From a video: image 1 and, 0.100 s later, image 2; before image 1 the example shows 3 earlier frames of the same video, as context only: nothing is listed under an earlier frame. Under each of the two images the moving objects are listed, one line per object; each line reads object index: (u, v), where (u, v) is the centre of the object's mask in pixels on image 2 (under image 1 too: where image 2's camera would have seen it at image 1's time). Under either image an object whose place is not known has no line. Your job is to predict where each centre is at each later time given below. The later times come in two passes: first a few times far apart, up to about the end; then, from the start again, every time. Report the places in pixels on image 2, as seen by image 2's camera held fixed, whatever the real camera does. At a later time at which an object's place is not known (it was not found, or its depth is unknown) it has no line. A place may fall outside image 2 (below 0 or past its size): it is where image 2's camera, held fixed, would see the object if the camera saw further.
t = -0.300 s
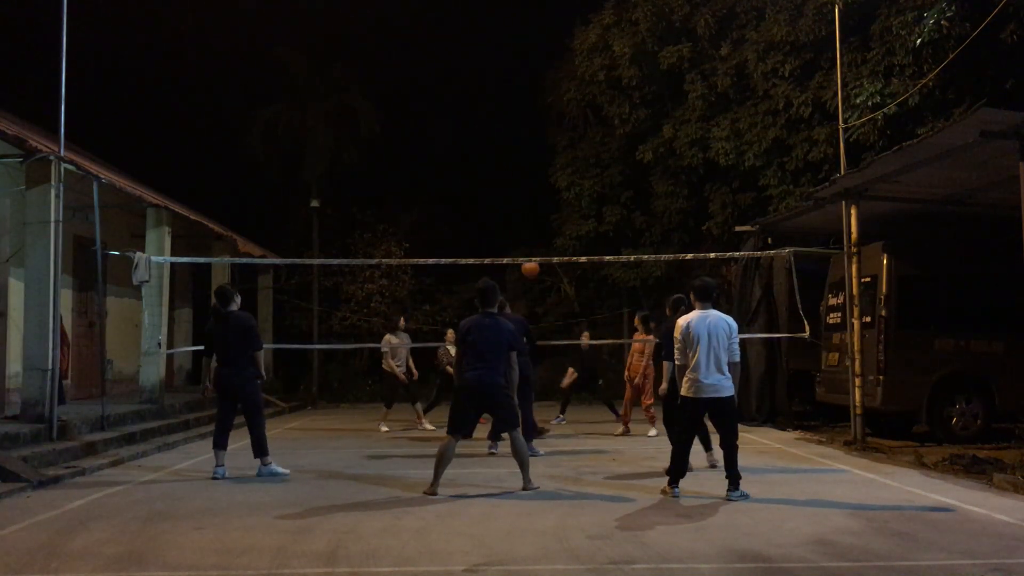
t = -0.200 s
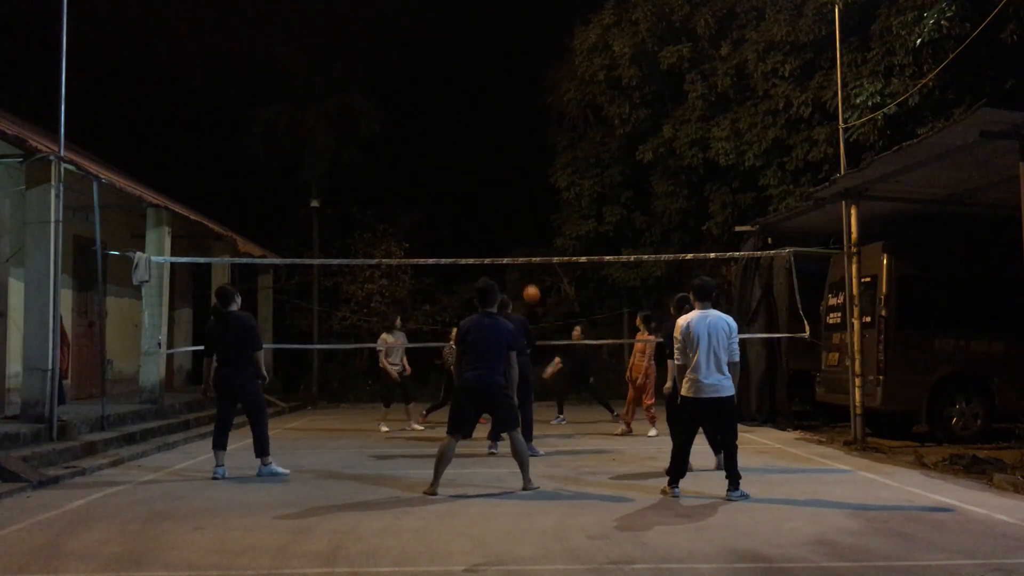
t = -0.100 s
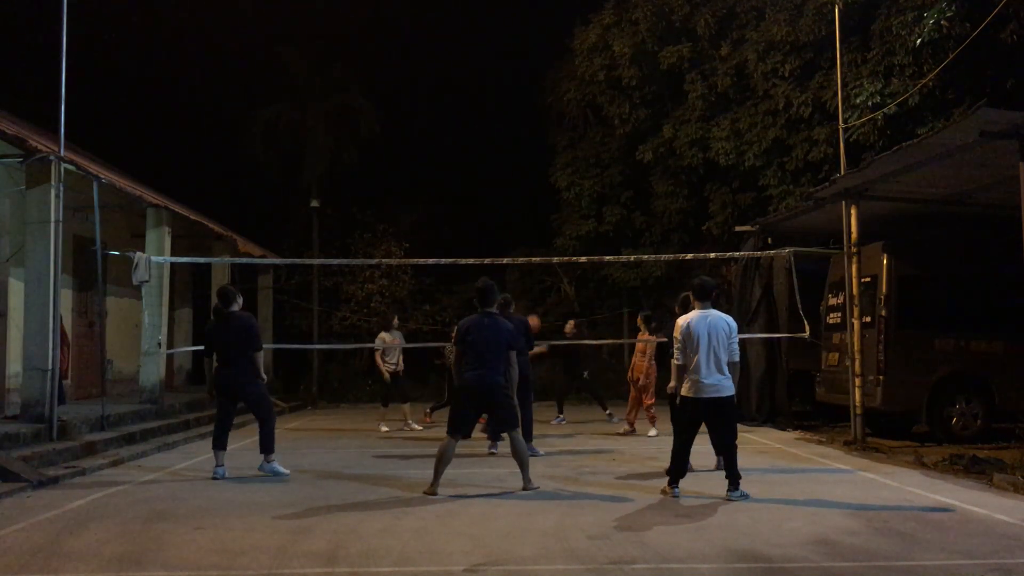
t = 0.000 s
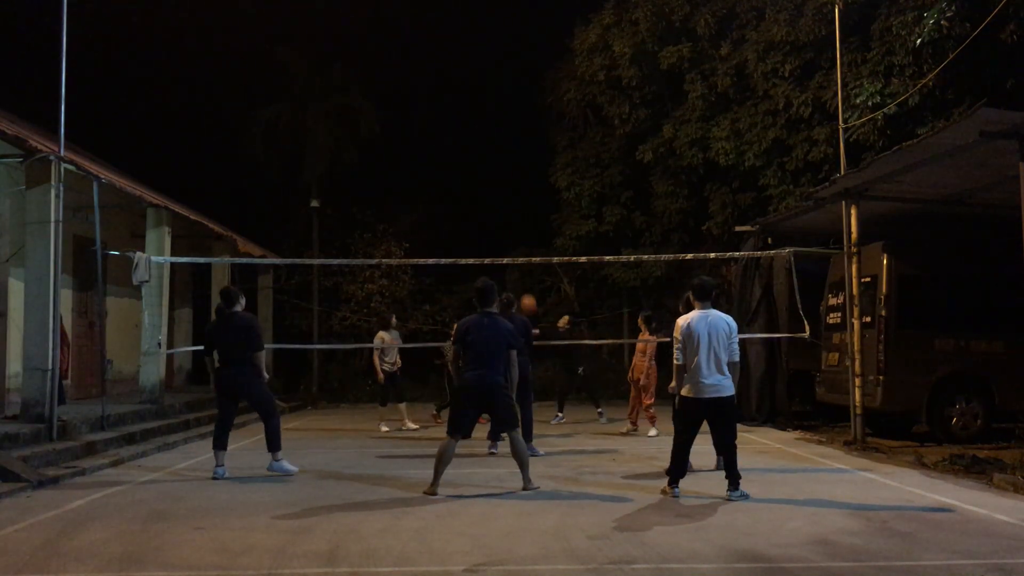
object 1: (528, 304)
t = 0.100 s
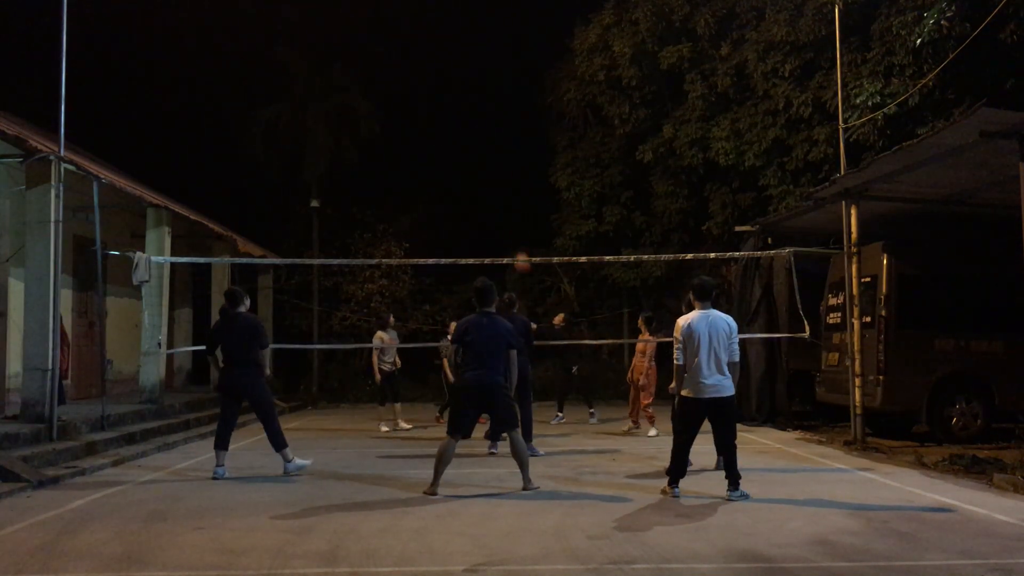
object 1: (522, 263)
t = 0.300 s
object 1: (508, 202)
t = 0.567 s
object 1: (489, 163)
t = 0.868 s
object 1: (468, 181)
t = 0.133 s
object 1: (520, 249)
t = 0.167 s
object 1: (517, 239)
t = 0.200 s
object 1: (515, 229)
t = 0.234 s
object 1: (513, 218)
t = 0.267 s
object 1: (511, 210)
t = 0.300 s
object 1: (508, 202)
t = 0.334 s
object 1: (506, 194)
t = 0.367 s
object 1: (503, 187)
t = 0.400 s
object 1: (501, 181)
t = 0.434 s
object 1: (498, 176)
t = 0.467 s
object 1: (496, 172)
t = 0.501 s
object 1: (493, 168)
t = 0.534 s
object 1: (491, 165)
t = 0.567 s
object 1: (489, 163)
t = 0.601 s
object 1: (487, 162)
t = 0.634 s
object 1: (484, 161)
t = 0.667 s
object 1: (482, 162)
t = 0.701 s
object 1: (480, 163)
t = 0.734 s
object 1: (477, 165)
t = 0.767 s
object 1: (475, 167)
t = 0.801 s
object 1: (473, 171)
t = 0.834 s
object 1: (470, 175)
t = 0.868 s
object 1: (468, 181)
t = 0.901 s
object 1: (465, 186)
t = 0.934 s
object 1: (463, 193)
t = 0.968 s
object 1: (461, 201)
